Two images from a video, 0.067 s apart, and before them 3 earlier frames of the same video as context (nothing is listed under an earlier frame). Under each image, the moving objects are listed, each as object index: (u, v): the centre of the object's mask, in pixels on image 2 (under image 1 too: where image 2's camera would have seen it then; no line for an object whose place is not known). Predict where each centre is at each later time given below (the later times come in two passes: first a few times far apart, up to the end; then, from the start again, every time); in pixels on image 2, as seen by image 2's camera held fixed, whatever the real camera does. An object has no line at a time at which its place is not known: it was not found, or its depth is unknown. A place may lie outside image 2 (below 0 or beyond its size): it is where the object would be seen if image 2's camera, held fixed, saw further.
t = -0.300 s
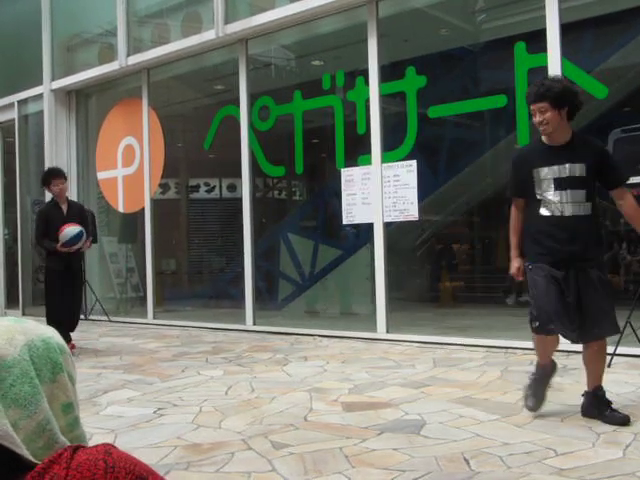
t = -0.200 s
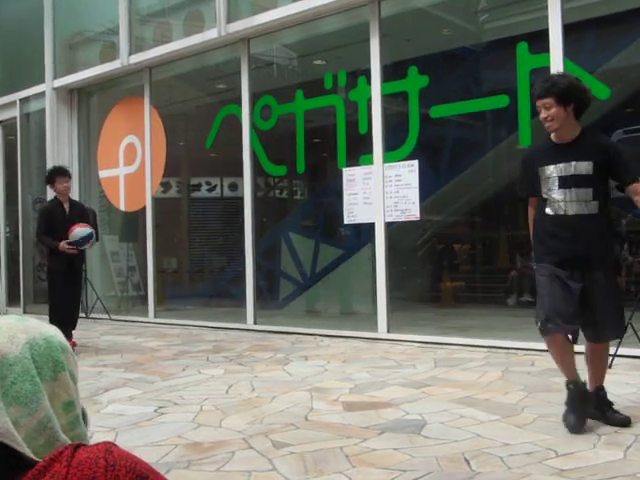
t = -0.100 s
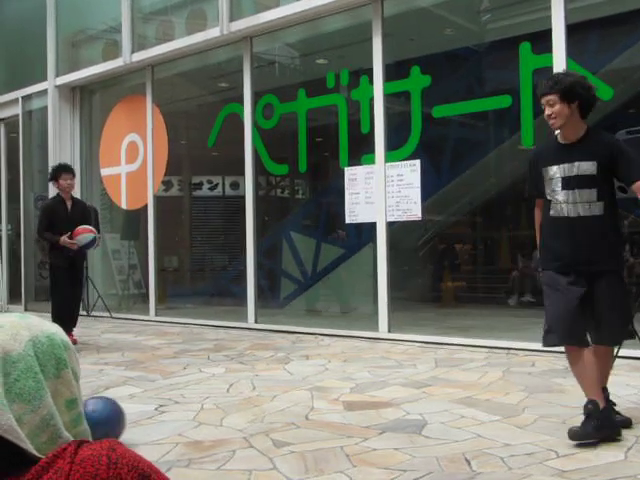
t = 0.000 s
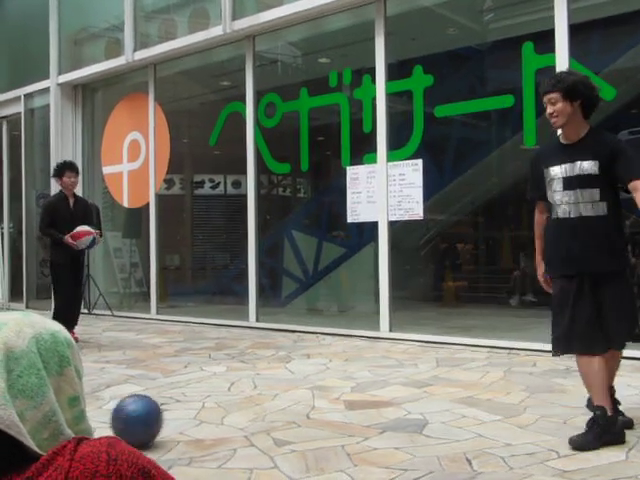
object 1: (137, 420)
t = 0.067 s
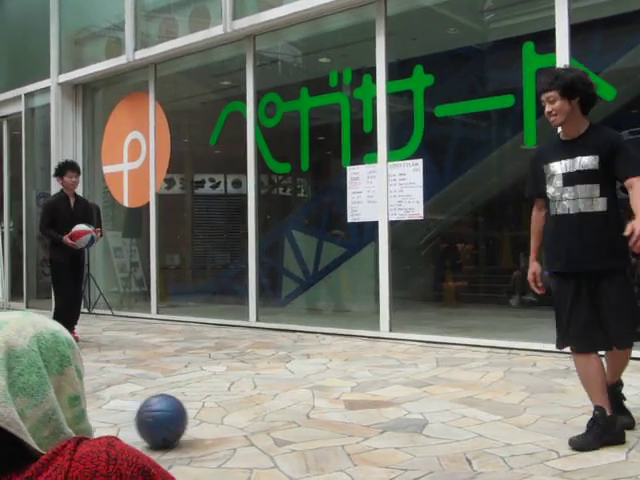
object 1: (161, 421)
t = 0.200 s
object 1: (209, 422)
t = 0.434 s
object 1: (295, 423)
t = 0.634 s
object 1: (368, 423)
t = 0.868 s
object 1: (455, 423)
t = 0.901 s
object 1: (466, 422)
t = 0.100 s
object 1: (173, 422)
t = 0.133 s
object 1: (185, 422)
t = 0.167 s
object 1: (197, 422)
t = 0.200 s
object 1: (209, 422)
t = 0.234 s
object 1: (221, 422)
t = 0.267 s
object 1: (234, 422)
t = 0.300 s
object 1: (246, 422)
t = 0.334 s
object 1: (258, 422)
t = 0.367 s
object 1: (270, 423)
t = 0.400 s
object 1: (282, 422)
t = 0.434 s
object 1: (295, 423)
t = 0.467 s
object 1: (307, 423)
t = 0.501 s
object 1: (320, 423)
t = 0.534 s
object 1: (332, 423)
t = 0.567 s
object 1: (344, 423)
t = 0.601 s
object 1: (357, 423)
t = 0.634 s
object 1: (368, 423)
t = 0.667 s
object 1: (381, 423)
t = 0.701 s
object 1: (393, 423)
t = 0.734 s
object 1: (405, 423)
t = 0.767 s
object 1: (417, 423)
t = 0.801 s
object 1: (430, 423)
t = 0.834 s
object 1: (442, 423)
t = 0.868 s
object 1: (455, 423)
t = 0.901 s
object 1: (466, 422)
